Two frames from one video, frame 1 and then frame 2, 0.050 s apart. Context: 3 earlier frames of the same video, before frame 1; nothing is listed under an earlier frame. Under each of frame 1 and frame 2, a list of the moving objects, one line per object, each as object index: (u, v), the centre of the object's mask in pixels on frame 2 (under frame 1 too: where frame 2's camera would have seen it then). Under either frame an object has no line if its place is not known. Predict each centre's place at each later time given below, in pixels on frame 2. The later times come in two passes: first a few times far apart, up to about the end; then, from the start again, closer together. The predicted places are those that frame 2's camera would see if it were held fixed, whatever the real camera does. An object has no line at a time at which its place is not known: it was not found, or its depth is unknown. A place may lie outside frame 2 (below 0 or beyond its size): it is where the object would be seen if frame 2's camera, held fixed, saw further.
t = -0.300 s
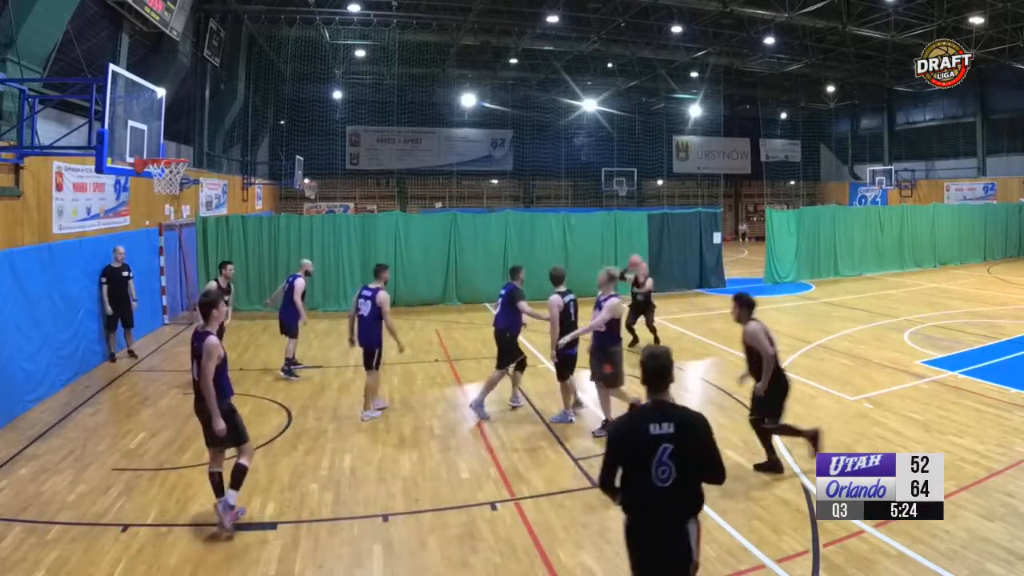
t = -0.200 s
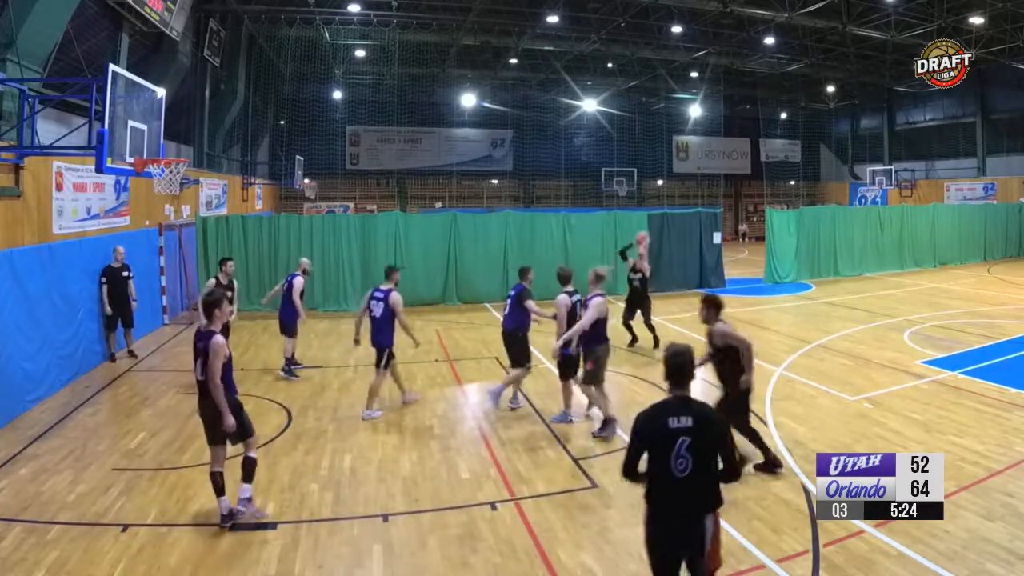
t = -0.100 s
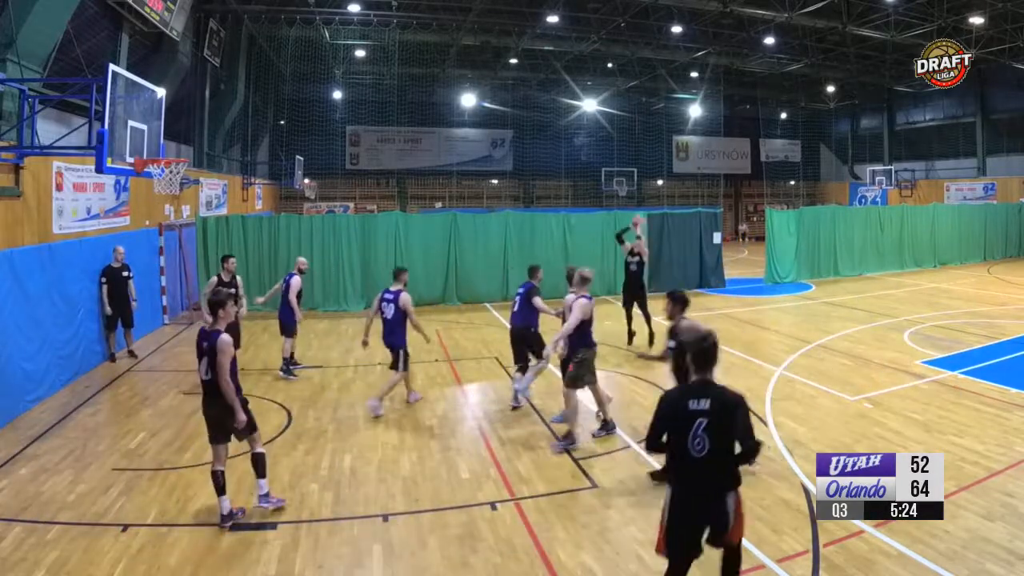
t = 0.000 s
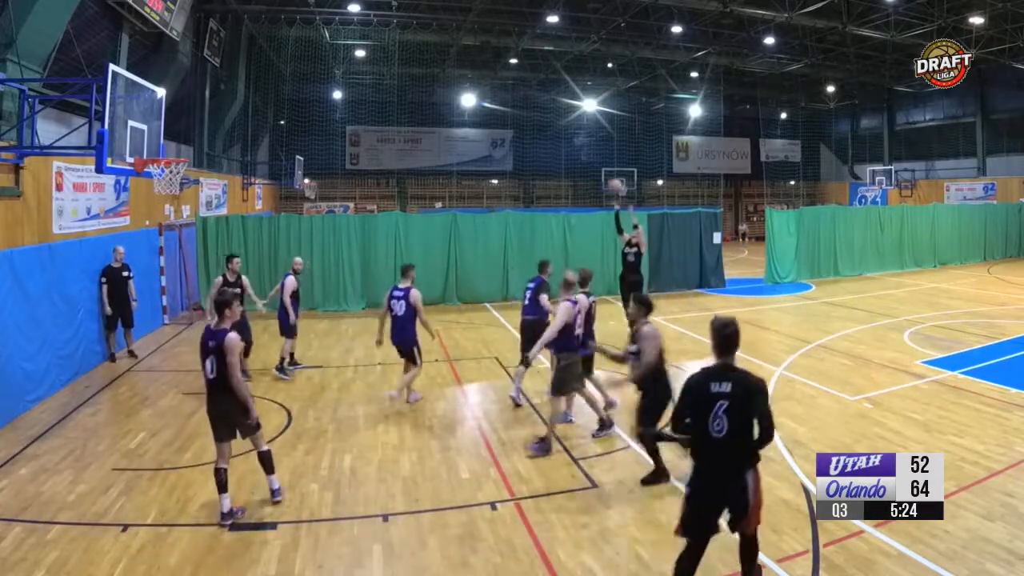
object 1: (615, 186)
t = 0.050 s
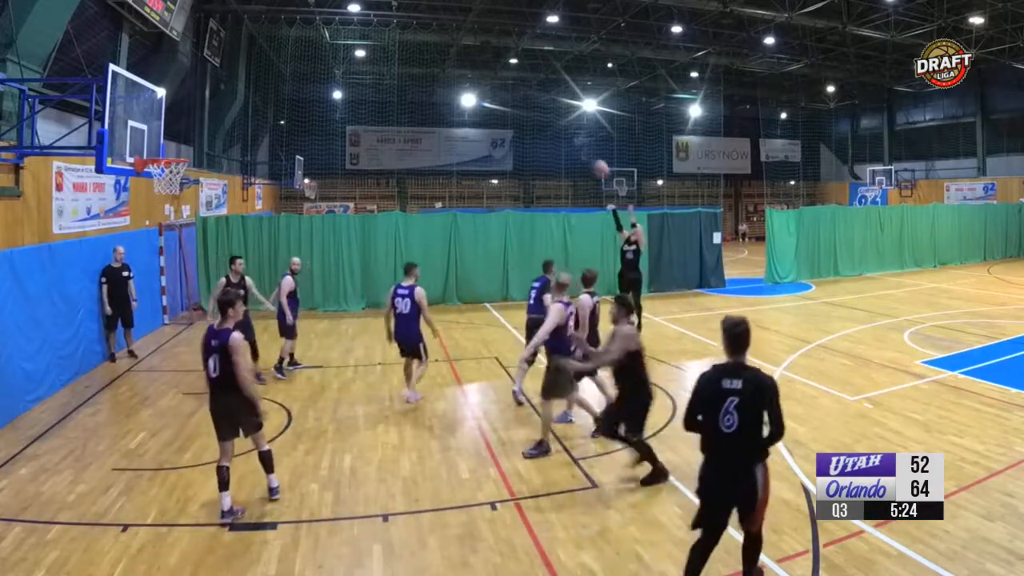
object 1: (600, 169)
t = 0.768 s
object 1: (343, 52)
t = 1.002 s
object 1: (239, 94)
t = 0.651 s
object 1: (392, 48)
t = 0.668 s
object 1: (385, 48)
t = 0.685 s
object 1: (379, 48)
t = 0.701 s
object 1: (373, 47)
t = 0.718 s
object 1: (365, 49)
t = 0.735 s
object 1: (357, 50)
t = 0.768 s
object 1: (343, 52)
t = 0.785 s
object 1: (336, 53)
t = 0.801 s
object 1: (329, 55)
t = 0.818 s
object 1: (321, 57)
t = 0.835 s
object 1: (315, 59)
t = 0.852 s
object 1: (307, 61)
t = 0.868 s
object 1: (300, 65)
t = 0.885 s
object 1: (292, 67)
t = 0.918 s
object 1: (277, 74)
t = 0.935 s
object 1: (270, 77)
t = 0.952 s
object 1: (263, 82)
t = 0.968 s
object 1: (255, 86)
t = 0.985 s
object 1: (246, 90)
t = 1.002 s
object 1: (239, 94)
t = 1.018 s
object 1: (232, 100)
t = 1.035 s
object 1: (224, 106)
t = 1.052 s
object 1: (216, 111)
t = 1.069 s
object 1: (209, 116)
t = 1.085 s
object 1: (201, 123)
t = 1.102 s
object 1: (193, 129)
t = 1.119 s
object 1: (186, 135)
